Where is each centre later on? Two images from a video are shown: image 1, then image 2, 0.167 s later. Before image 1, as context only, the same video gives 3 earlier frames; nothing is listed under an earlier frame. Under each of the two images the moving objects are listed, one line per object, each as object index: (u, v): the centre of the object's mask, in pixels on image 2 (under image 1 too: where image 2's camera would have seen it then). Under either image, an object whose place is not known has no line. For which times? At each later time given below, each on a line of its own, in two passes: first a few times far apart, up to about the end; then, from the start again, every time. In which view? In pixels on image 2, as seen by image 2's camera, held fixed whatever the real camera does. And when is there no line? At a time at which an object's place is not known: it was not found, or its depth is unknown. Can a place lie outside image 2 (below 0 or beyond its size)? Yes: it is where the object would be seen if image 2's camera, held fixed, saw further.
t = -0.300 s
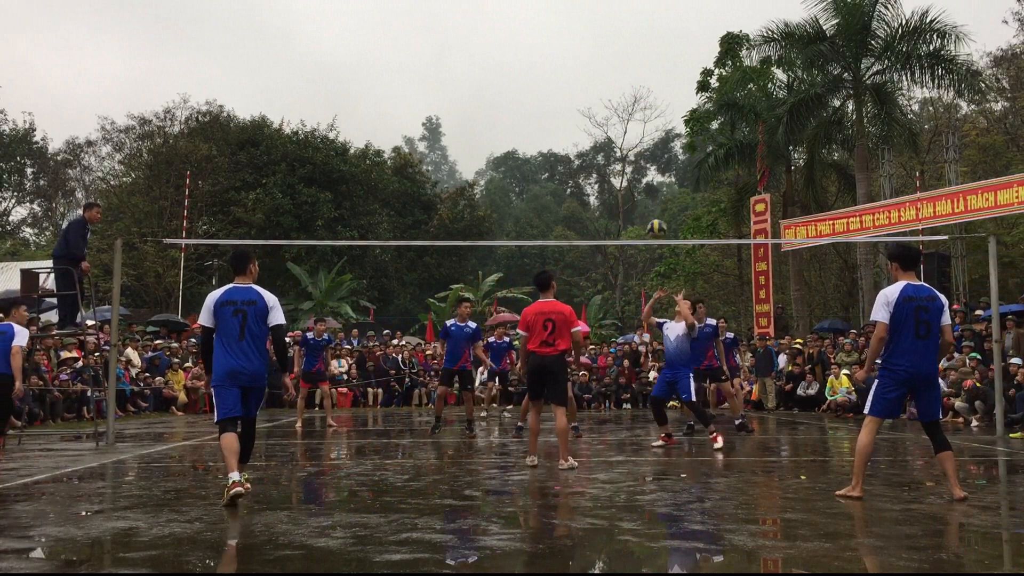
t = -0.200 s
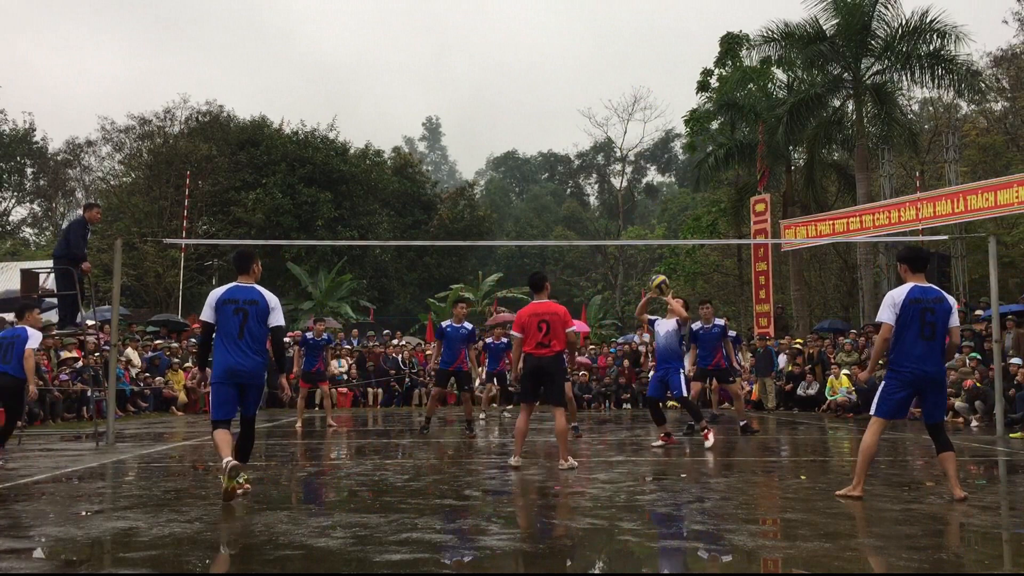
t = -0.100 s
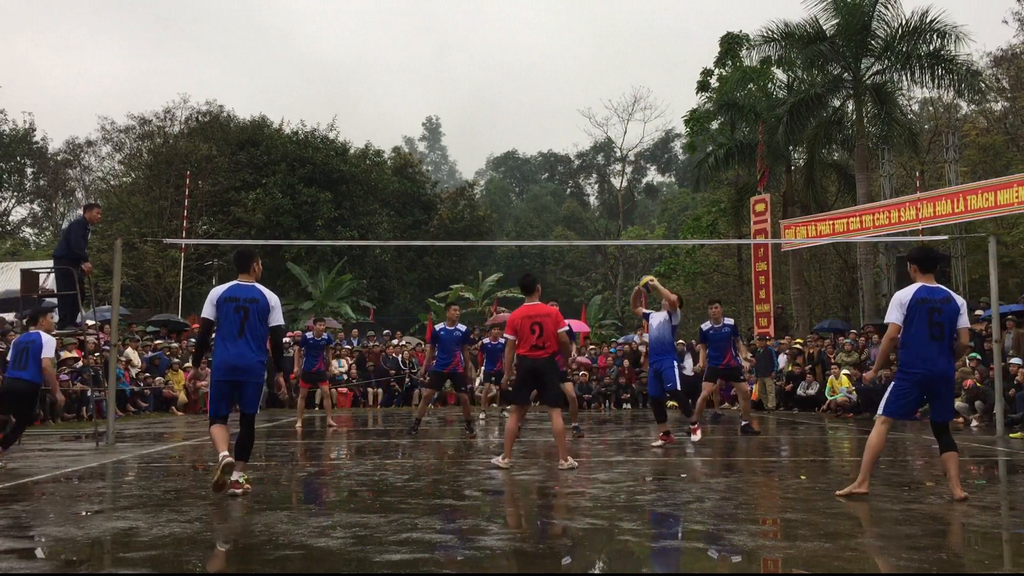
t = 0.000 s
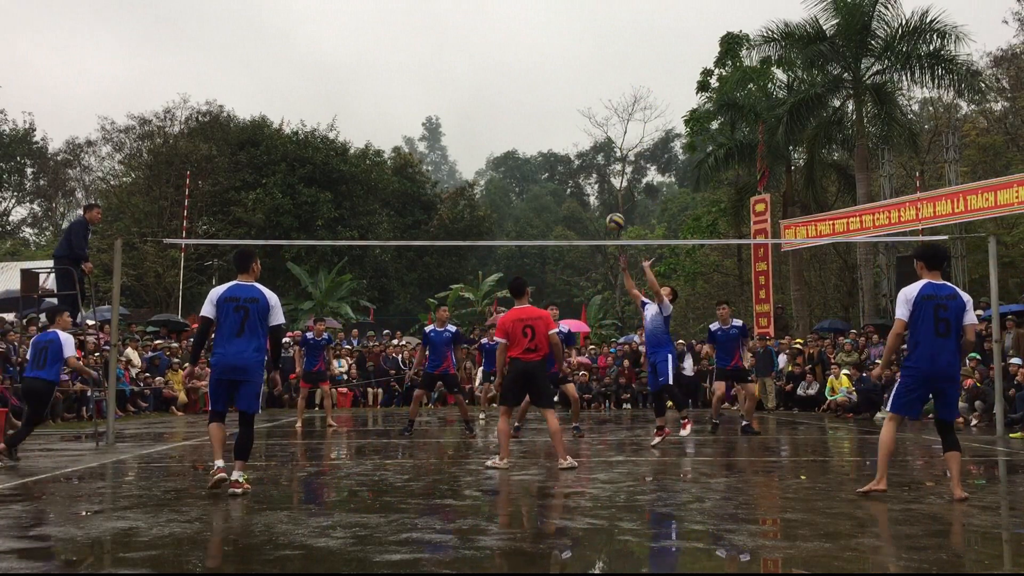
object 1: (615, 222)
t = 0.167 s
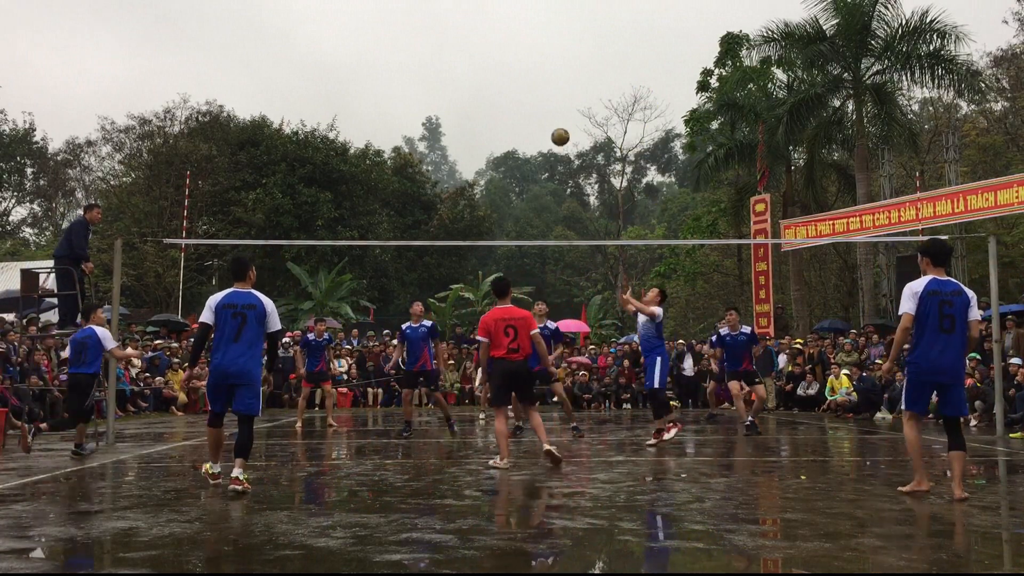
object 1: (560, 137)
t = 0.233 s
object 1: (539, 110)
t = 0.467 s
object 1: (466, 47)
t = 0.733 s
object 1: (386, 34)
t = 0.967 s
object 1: (319, 72)
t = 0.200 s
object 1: (549, 123)
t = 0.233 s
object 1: (539, 110)
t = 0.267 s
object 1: (528, 98)
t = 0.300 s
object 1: (518, 87)
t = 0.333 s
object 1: (507, 77)
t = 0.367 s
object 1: (497, 68)
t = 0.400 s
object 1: (487, 60)
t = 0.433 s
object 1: (476, 53)
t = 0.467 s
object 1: (466, 47)
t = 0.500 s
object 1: (456, 43)
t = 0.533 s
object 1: (446, 38)
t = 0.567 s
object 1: (436, 35)
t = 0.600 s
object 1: (426, 33)
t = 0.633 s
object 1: (416, 32)
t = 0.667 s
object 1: (406, 32)
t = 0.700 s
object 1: (396, 32)
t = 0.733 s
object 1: (386, 34)
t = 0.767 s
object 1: (377, 37)
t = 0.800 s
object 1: (367, 40)
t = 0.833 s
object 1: (357, 45)
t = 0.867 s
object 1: (348, 50)
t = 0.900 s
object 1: (338, 56)
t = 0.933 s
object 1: (329, 63)
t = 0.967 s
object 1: (319, 72)
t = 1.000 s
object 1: (310, 81)
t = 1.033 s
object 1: (300, 91)
